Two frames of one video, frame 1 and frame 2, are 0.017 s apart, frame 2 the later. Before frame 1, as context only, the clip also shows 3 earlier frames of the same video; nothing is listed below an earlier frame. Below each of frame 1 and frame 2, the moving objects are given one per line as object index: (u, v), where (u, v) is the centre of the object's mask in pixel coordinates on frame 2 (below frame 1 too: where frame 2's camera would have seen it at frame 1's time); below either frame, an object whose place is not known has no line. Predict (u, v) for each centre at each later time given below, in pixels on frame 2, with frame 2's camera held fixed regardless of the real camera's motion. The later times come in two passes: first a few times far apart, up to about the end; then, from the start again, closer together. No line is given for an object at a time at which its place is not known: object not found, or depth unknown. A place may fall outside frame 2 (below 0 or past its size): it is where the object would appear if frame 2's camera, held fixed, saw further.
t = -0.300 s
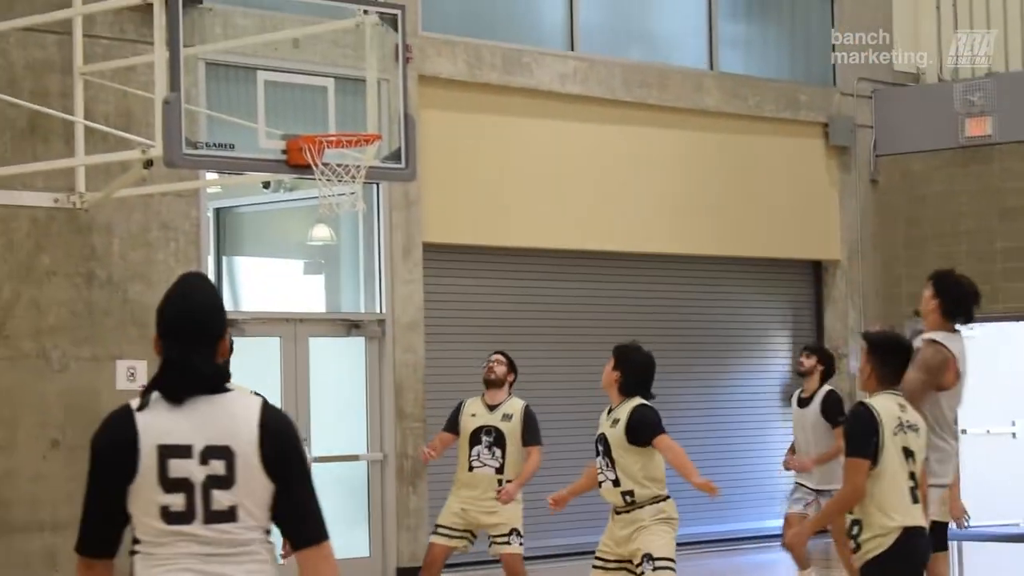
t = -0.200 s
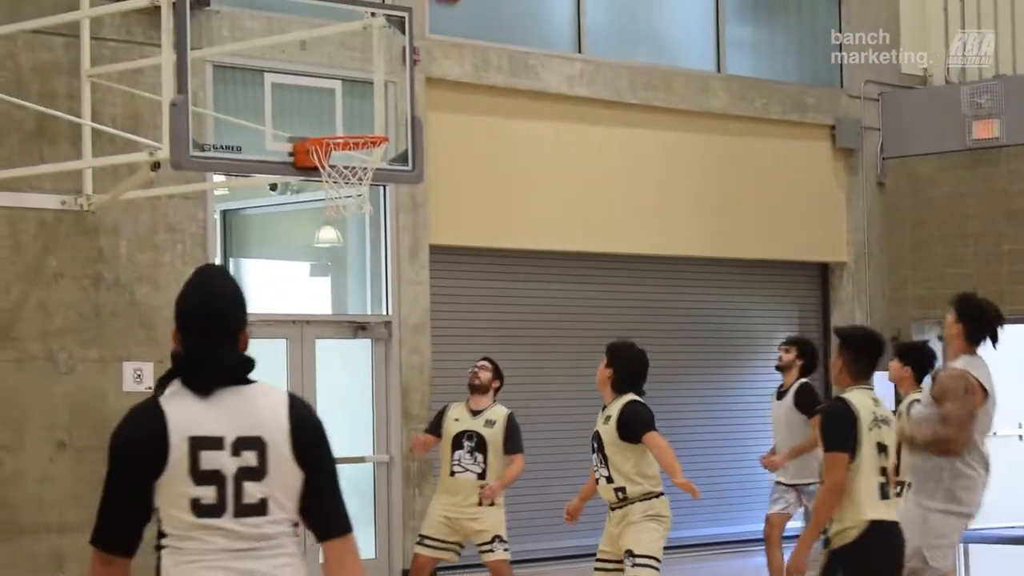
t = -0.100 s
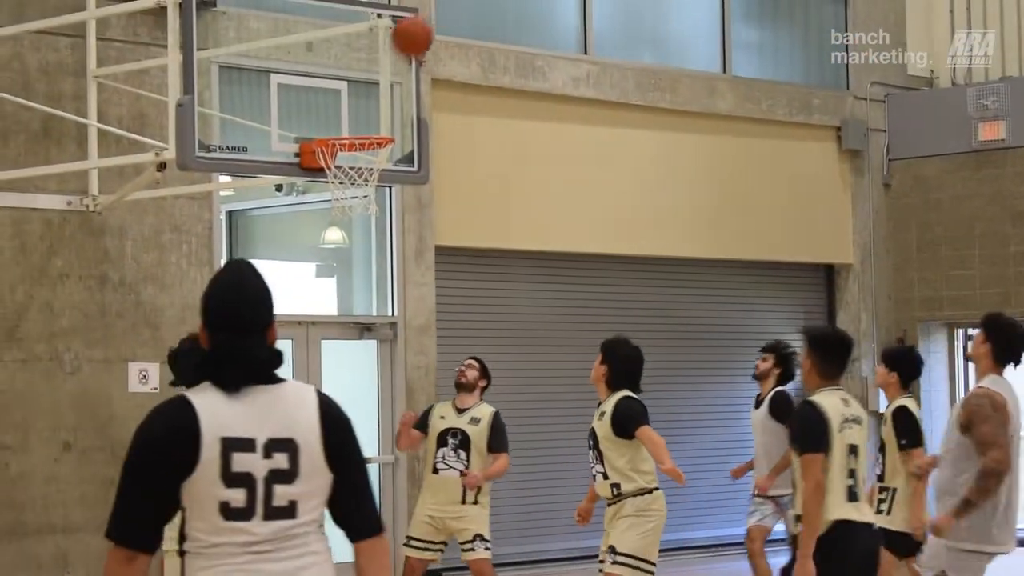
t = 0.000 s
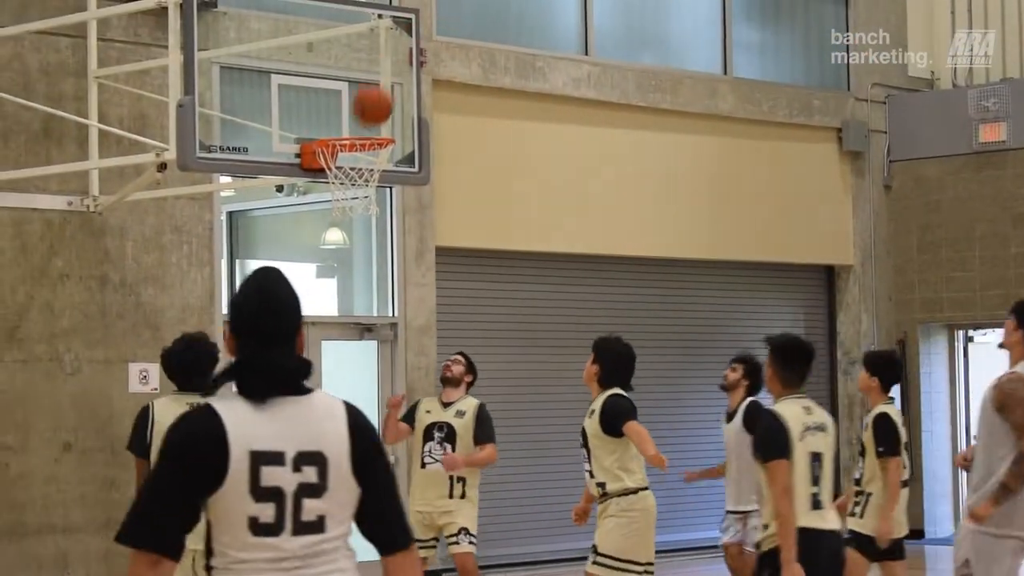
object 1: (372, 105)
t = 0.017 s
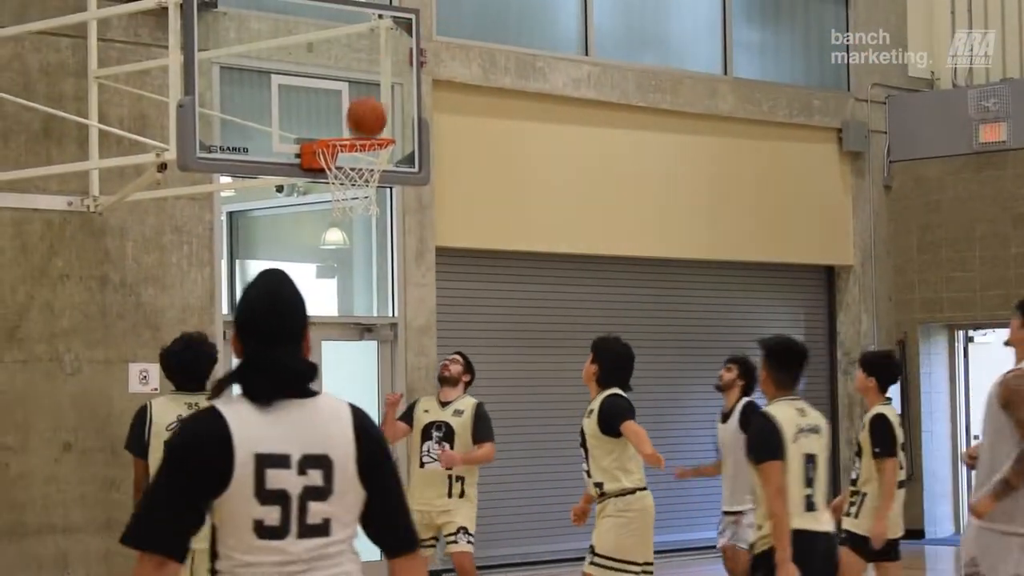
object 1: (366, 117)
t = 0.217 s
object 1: (340, 95)
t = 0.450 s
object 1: (314, 111)
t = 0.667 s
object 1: (318, 105)
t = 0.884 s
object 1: (345, 121)
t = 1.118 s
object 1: (377, 178)
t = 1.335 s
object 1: (367, 239)
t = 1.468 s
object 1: (360, 317)
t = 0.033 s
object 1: (363, 117)
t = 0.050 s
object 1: (361, 113)
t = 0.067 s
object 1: (359, 110)
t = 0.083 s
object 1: (357, 106)
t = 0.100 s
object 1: (355, 103)
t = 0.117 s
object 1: (353, 101)
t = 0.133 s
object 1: (350, 99)
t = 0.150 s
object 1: (348, 97)
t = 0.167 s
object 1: (346, 96)
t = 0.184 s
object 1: (344, 95)
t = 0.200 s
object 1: (342, 95)
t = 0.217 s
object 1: (340, 95)
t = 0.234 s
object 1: (338, 95)
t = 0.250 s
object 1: (335, 97)
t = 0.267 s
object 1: (334, 98)
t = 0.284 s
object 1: (332, 100)
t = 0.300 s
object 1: (329, 103)
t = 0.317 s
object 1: (327, 105)
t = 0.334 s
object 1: (326, 109)
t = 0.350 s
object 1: (324, 112)
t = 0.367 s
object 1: (322, 116)
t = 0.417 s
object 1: (317, 116)
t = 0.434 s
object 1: (316, 114)
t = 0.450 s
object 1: (314, 111)
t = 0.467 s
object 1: (313, 109)
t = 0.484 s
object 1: (311, 107)
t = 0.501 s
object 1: (310, 105)
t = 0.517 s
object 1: (310, 104)
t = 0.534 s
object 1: (309, 103)
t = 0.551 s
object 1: (310, 102)
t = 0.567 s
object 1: (311, 101)
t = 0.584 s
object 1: (312, 101)
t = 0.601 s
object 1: (314, 101)
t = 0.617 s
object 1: (315, 101)
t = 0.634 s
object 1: (316, 102)
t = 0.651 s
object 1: (317, 103)
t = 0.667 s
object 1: (318, 105)
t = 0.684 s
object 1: (319, 107)
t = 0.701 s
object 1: (321, 110)
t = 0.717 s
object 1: (322, 113)
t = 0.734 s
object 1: (323, 117)
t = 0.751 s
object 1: (325, 120)
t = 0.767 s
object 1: (326, 122)
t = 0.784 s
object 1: (328, 121)
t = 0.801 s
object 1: (331, 121)
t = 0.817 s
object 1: (334, 120)
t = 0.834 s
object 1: (336, 120)
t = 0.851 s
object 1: (339, 120)
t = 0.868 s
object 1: (342, 121)
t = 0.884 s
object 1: (345, 121)
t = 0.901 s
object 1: (347, 123)
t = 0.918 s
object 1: (350, 125)
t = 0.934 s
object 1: (353, 126)
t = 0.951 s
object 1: (356, 128)
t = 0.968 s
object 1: (358, 129)
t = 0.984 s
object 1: (361, 143)
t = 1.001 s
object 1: (363, 148)
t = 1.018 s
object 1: (365, 155)
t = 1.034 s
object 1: (369, 158)
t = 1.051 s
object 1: (372, 161)
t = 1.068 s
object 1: (374, 166)
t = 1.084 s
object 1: (375, 169)
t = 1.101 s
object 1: (376, 175)
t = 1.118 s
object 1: (377, 178)
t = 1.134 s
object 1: (377, 181)
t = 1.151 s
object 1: (376, 182)
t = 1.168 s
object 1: (376, 186)
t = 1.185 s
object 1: (376, 189)
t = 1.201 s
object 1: (375, 192)
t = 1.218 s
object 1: (374, 199)
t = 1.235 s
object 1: (372, 203)
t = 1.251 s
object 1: (374, 215)
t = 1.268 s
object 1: (371, 214)
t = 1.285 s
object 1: (370, 217)
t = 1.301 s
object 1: (370, 223)
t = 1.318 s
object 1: (369, 231)
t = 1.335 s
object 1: (367, 239)
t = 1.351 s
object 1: (366, 247)
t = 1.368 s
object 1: (365, 255)
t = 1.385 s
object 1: (364, 263)
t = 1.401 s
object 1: (364, 272)
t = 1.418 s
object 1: (363, 282)
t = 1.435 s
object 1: (362, 292)
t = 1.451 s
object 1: (360, 305)
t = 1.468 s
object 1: (360, 317)
